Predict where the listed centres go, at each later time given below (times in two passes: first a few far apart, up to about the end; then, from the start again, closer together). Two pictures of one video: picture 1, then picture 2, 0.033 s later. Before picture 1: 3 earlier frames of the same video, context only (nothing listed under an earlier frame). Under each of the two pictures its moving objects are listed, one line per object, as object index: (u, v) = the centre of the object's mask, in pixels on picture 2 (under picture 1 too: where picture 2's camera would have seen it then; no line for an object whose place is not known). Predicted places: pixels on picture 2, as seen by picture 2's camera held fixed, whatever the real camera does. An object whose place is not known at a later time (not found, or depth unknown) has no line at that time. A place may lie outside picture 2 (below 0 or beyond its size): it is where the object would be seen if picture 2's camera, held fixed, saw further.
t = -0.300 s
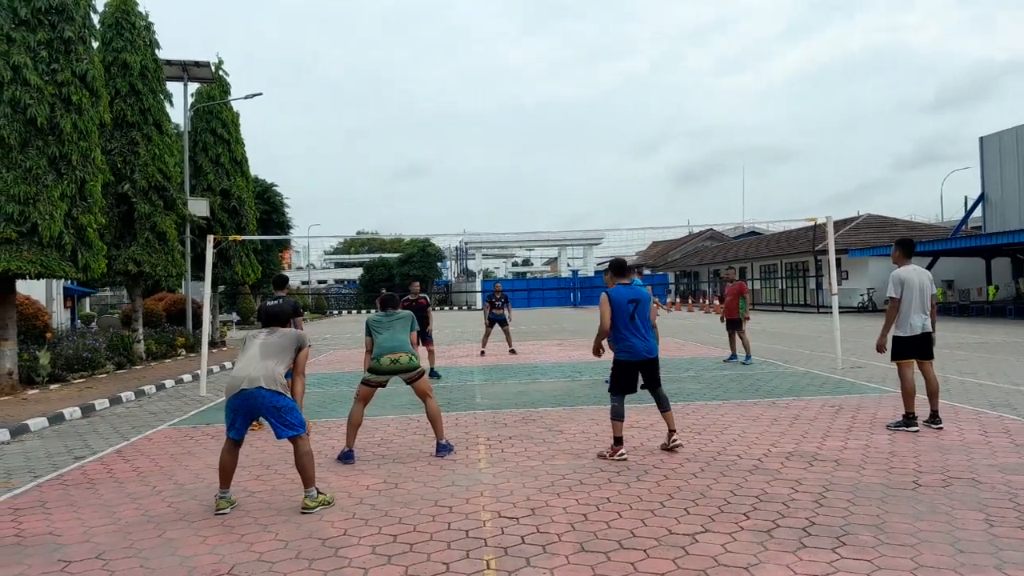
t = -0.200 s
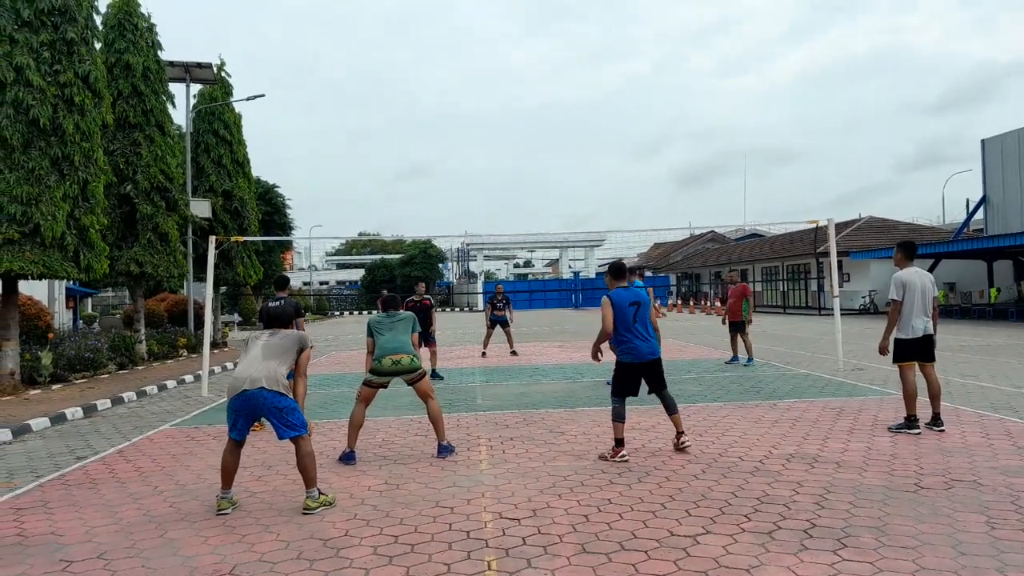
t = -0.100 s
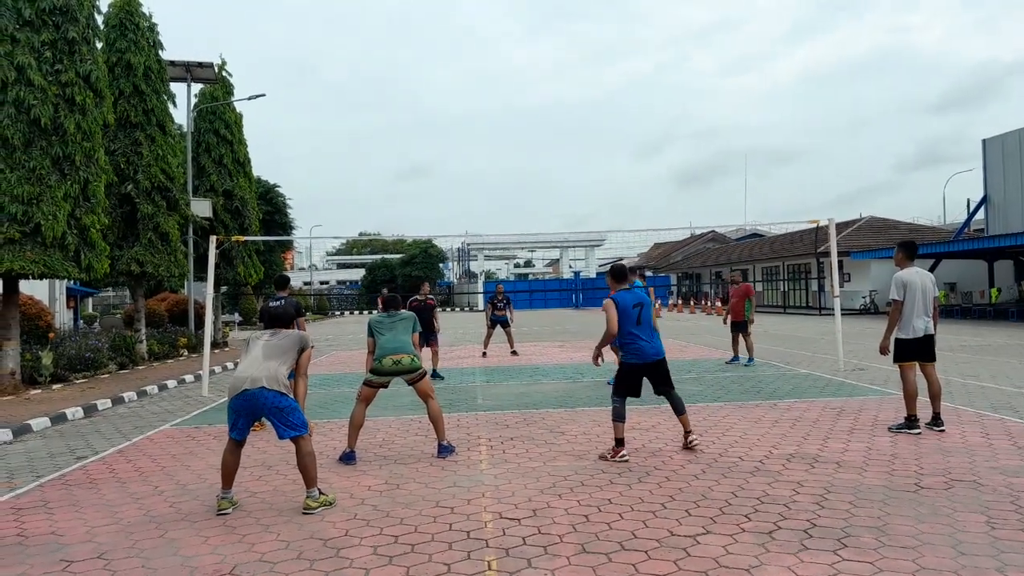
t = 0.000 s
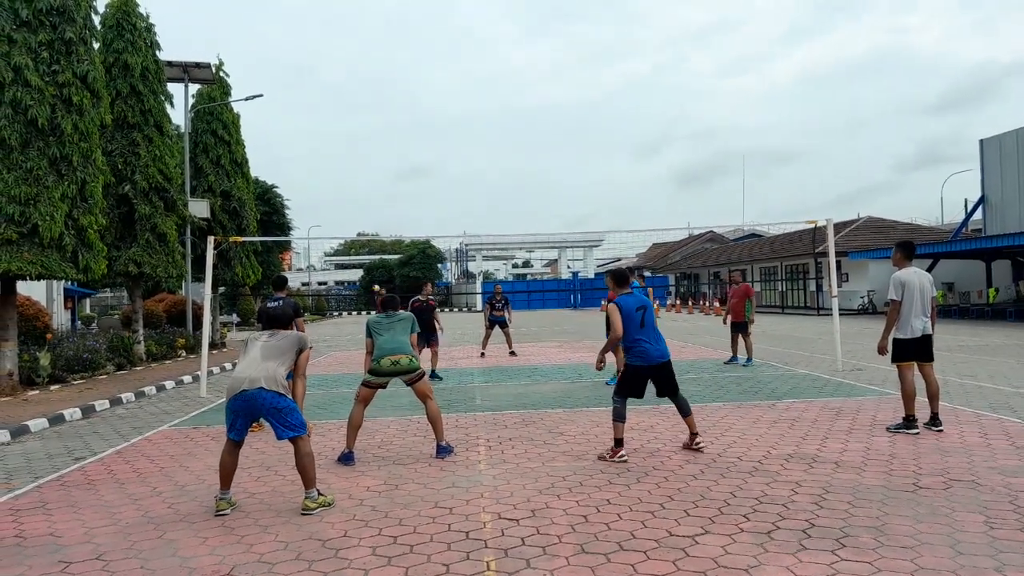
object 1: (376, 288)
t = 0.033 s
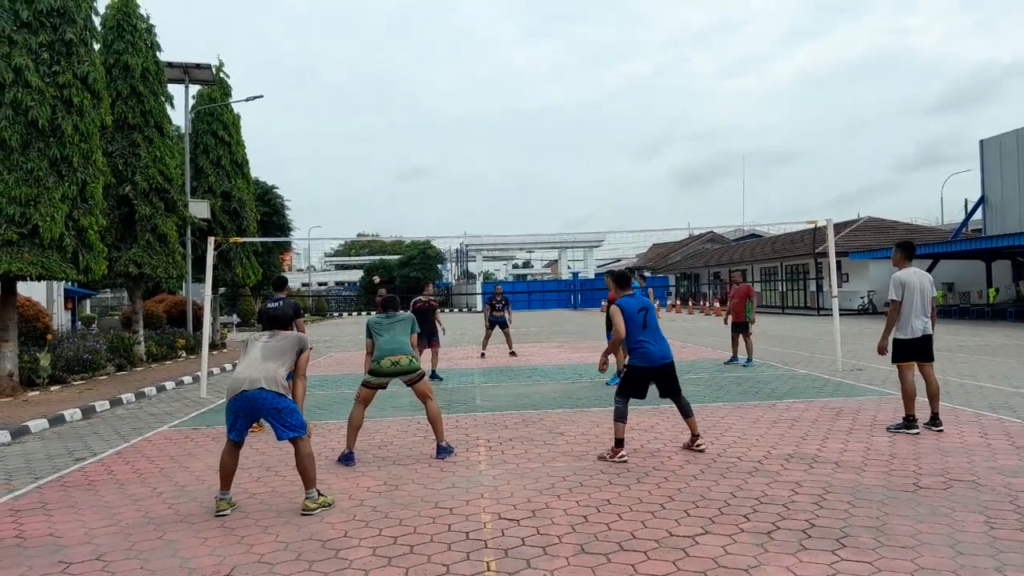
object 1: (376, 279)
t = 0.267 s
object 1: (374, 225)
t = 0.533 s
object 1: (371, 185)
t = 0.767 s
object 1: (370, 169)
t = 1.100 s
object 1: (369, 179)
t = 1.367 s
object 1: (370, 214)
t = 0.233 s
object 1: (375, 233)
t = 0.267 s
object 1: (374, 225)
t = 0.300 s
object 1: (374, 219)
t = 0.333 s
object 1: (373, 213)
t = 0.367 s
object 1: (373, 208)
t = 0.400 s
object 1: (373, 202)
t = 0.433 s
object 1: (373, 197)
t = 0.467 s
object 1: (372, 193)
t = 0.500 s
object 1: (372, 189)
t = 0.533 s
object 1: (371, 185)
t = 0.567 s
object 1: (371, 182)
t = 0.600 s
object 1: (371, 179)
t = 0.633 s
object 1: (371, 176)
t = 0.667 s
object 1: (370, 174)
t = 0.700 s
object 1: (370, 172)
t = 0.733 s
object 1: (370, 170)
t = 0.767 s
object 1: (370, 169)
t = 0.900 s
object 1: (370, 168)
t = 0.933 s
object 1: (369, 169)
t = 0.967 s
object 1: (369, 170)
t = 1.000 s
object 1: (369, 172)
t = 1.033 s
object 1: (369, 173)
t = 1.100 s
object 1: (369, 179)
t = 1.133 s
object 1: (369, 182)
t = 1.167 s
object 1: (369, 185)
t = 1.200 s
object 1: (369, 189)
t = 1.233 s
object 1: (369, 193)
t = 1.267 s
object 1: (369, 198)
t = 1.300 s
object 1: (369, 202)
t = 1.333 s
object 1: (370, 208)
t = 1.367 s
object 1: (370, 214)
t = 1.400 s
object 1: (370, 220)
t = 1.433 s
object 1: (370, 226)
